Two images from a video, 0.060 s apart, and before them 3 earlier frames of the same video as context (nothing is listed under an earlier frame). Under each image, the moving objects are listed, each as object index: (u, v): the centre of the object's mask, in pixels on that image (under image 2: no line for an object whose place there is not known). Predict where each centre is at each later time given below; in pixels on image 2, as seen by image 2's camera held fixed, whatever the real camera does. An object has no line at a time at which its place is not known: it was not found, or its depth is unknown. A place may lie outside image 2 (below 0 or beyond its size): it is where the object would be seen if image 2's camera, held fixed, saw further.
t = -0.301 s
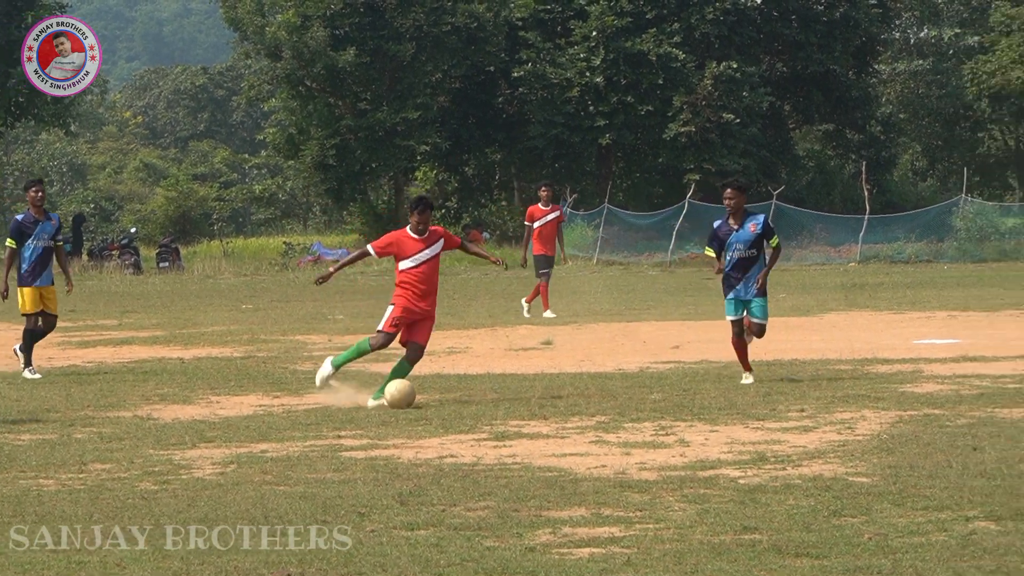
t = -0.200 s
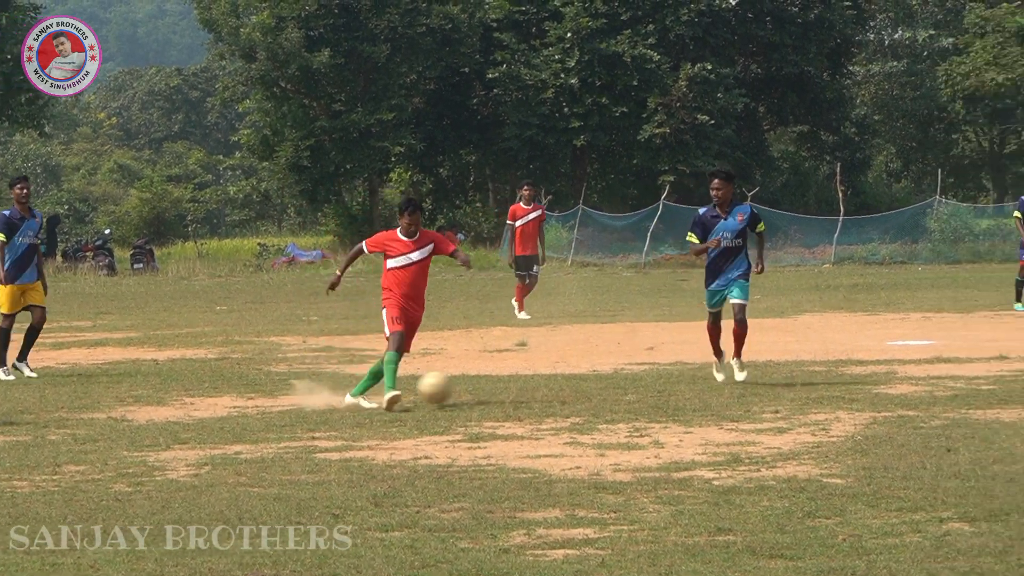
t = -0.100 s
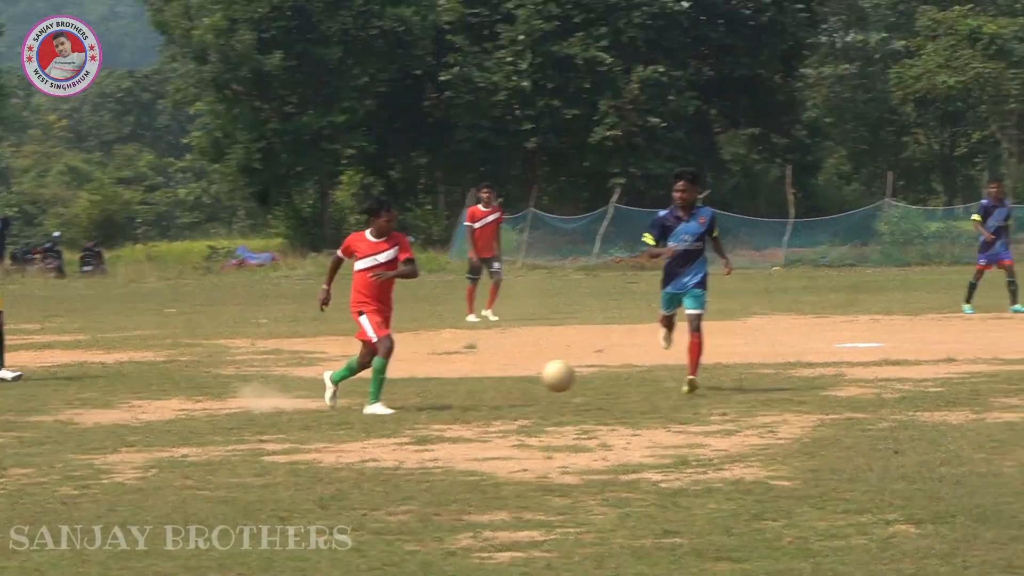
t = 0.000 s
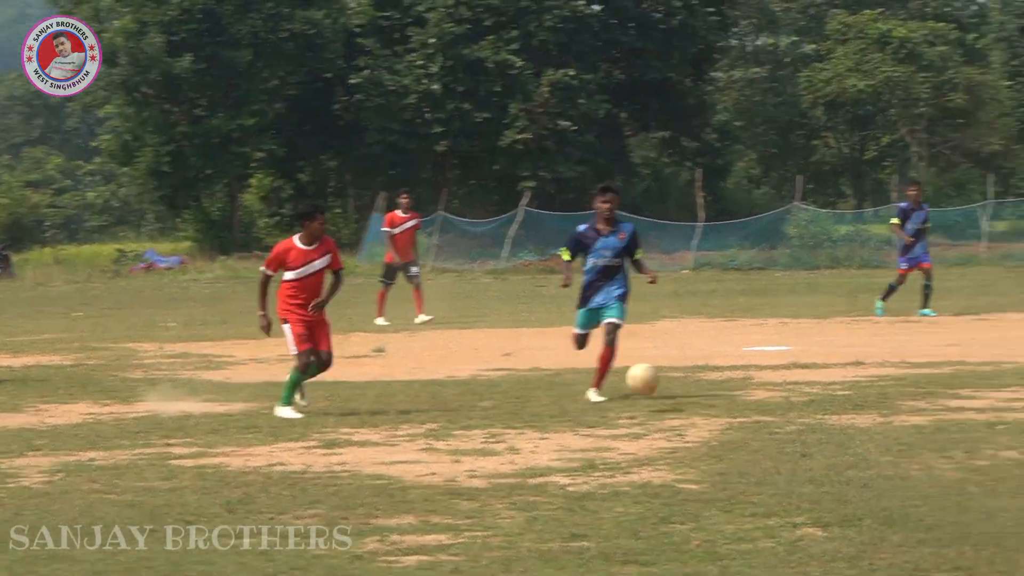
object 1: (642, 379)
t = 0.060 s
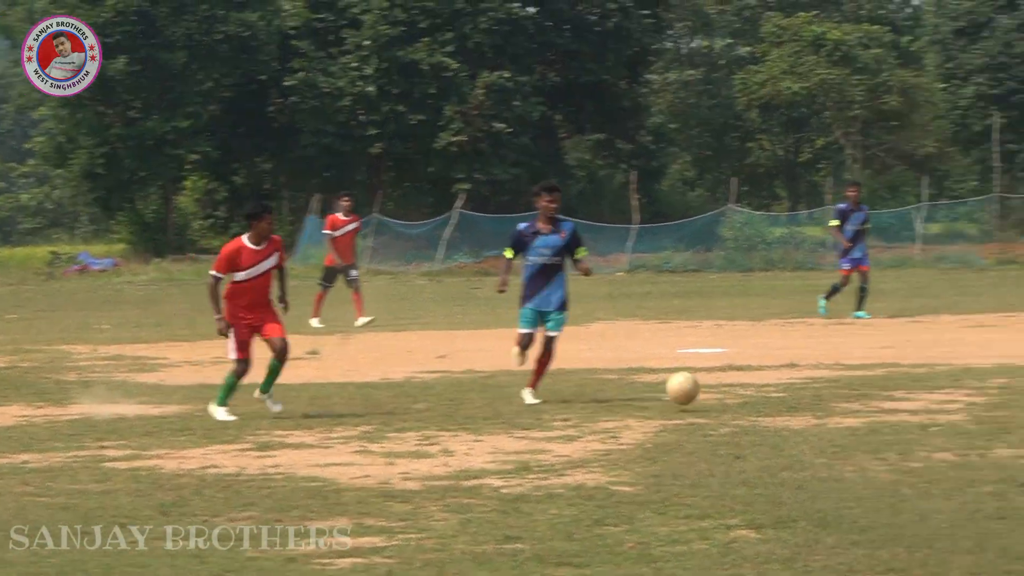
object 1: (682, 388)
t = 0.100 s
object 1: (755, 396)
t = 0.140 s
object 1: (810, 392)
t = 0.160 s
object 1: (840, 388)
